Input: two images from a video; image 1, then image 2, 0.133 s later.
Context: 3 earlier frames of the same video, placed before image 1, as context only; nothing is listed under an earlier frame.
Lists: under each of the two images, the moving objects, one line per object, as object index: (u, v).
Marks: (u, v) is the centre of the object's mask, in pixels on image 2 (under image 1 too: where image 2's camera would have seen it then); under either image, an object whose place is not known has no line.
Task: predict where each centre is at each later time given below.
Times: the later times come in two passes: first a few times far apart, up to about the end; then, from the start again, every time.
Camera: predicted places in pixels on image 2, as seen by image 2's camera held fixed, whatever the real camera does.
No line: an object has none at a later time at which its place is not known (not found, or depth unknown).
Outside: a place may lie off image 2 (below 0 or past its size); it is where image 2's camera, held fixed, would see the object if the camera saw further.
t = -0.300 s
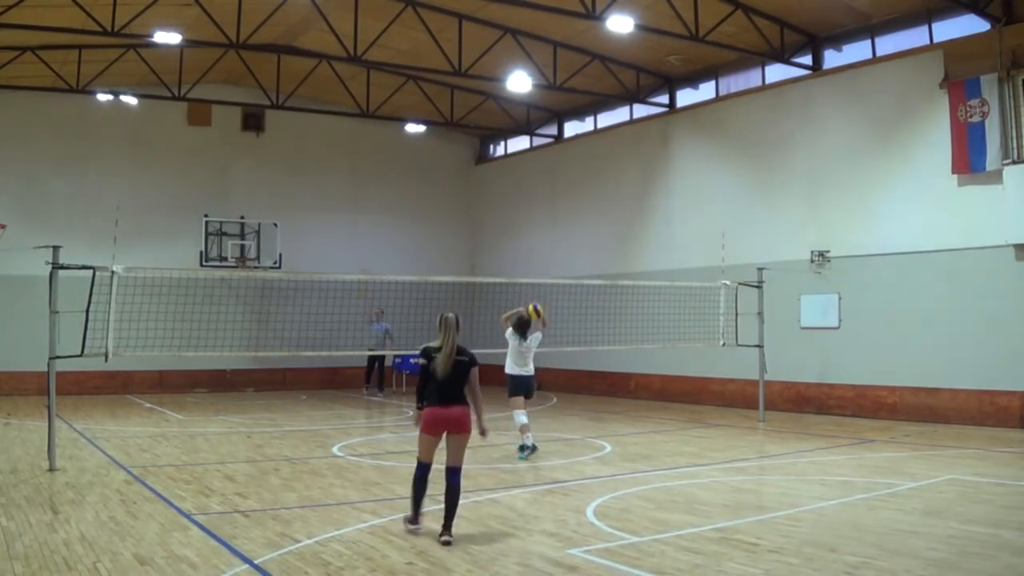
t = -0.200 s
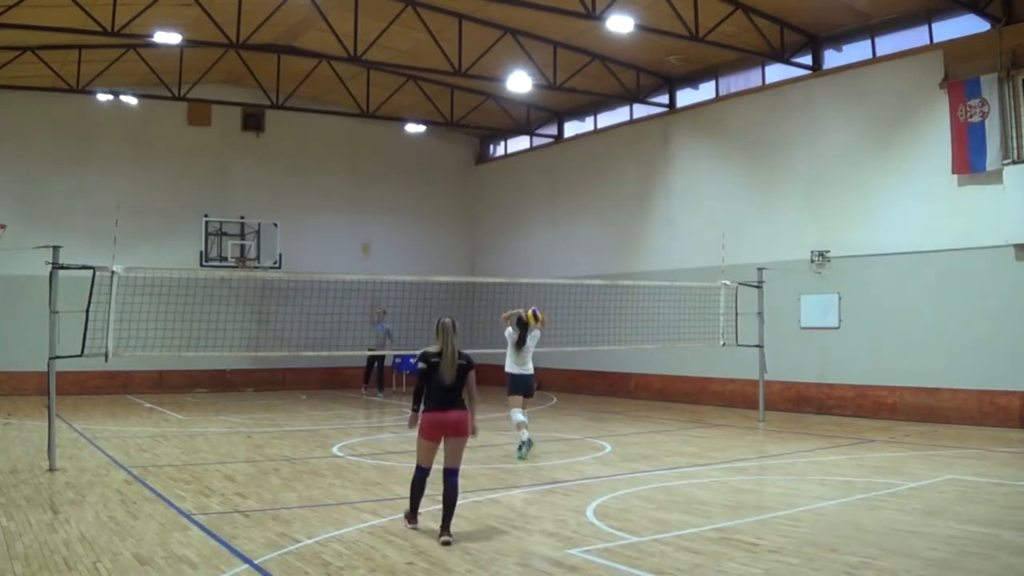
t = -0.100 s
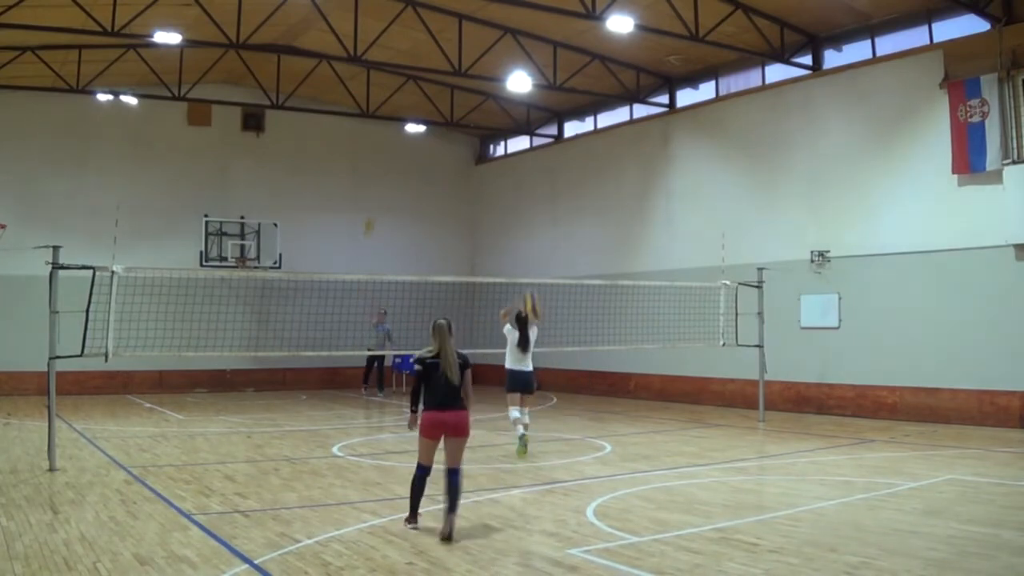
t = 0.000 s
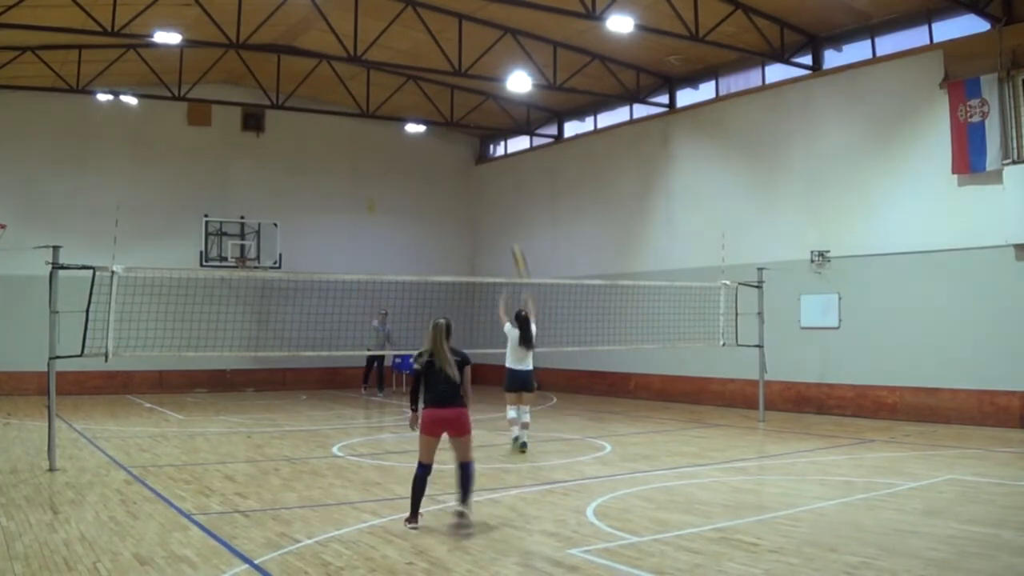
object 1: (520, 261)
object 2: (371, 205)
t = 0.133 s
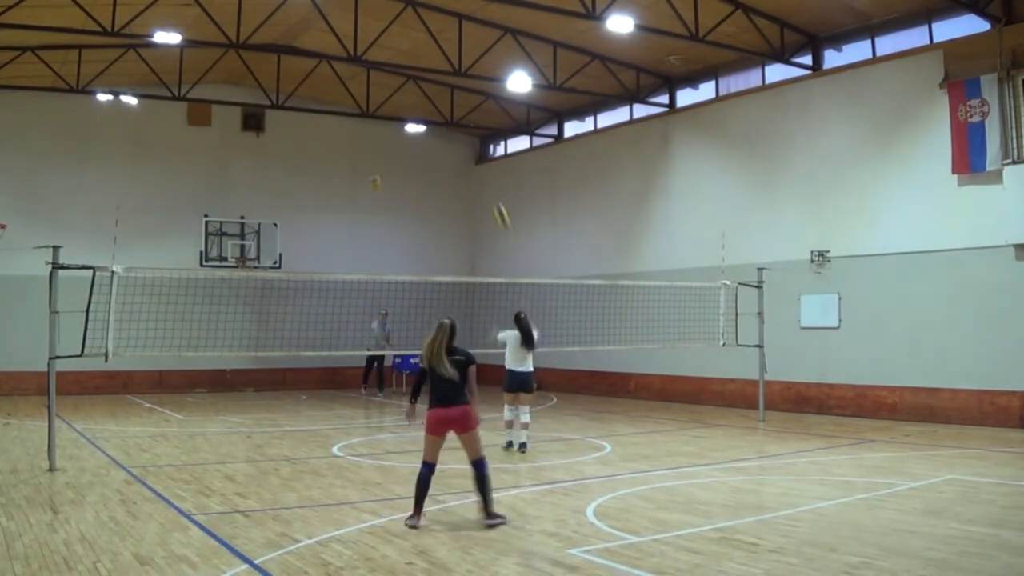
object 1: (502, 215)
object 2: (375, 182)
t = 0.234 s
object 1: (491, 193)
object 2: (374, 172)
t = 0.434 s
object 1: (473, 175)
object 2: (372, 170)
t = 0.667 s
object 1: (455, 185)
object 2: (371, 207)
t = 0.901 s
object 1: (440, 221)
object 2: (373, 300)
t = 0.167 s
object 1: (498, 205)
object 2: (375, 178)
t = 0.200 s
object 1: (494, 199)
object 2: (374, 174)
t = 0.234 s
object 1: (491, 193)
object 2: (374, 172)
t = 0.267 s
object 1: (488, 189)
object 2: (374, 170)
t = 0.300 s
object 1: (484, 184)
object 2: (374, 169)
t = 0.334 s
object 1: (481, 180)
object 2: (373, 168)
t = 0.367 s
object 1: (478, 177)
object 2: (373, 168)
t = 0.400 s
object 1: (475, 176)
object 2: (372, 169)
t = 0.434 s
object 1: (473, 175)
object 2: (372, 170)
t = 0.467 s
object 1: (470, 174)
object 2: (371, 173)
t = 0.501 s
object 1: (467, 174)
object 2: (371, 176)
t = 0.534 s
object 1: (464, 175)
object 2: (370, 181)
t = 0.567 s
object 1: (462, 177)
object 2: (370, 186)
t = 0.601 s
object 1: (460, 179)
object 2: (370, 193)
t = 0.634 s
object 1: (457, 182)
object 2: (370, 199)
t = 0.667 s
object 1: (455, 185)
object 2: (371, 207)
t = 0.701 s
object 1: (452, 188)
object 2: (371, 219)
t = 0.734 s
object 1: (451, 193)
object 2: (372, 230)
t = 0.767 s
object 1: (449, 197)
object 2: (372, 242)
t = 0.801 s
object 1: (447, 203)
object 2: (372, 254)
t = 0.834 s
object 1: (444, 208)
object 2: (372, 269)
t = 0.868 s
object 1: (442, 213)
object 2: (373, 286)
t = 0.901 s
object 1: (440, 221)
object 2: (373, 300)
